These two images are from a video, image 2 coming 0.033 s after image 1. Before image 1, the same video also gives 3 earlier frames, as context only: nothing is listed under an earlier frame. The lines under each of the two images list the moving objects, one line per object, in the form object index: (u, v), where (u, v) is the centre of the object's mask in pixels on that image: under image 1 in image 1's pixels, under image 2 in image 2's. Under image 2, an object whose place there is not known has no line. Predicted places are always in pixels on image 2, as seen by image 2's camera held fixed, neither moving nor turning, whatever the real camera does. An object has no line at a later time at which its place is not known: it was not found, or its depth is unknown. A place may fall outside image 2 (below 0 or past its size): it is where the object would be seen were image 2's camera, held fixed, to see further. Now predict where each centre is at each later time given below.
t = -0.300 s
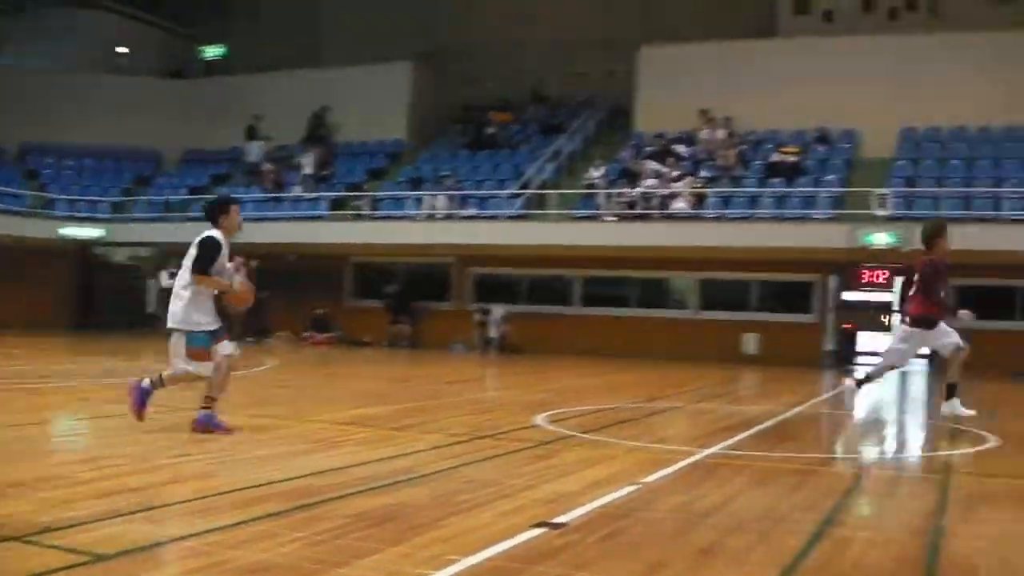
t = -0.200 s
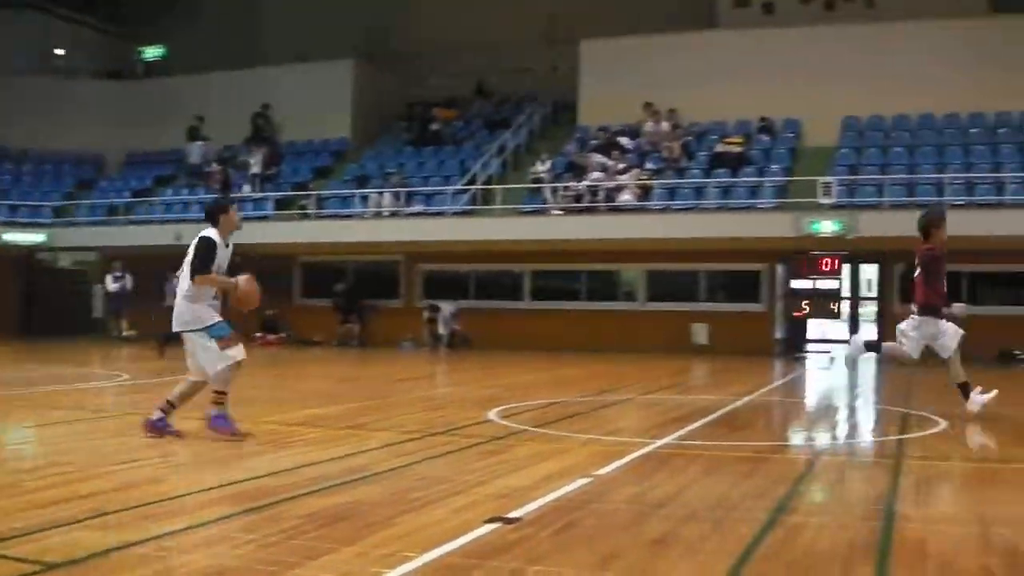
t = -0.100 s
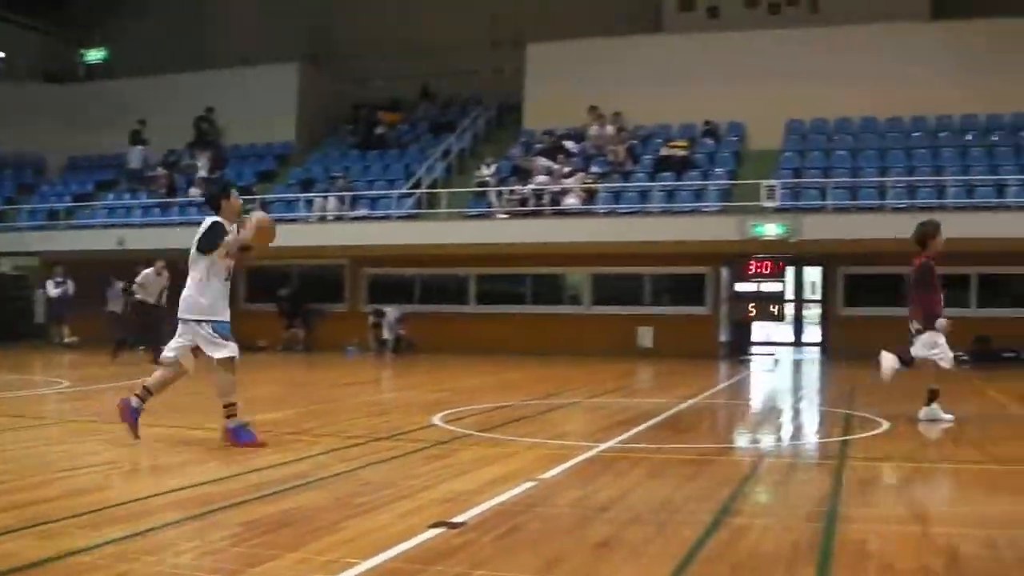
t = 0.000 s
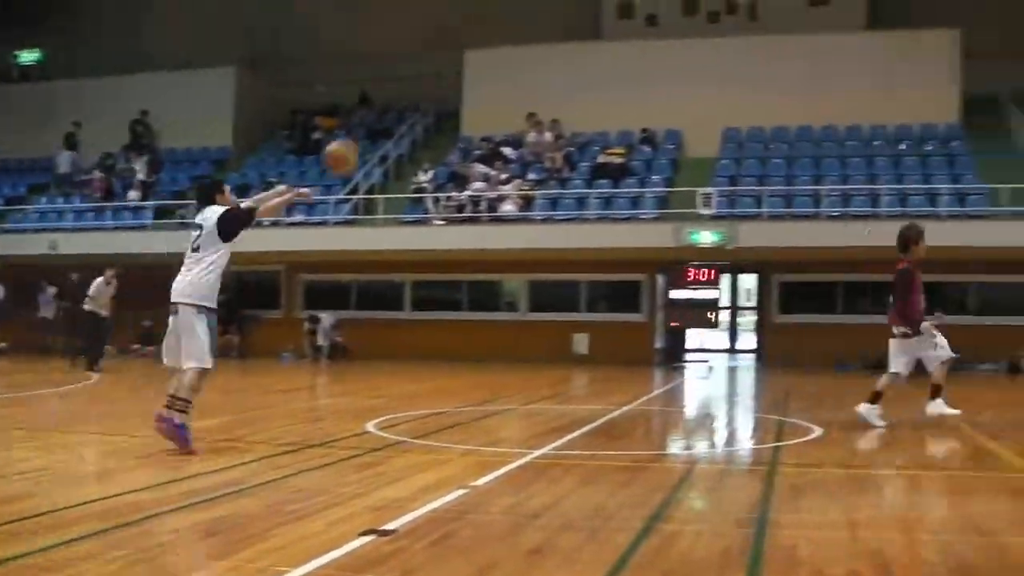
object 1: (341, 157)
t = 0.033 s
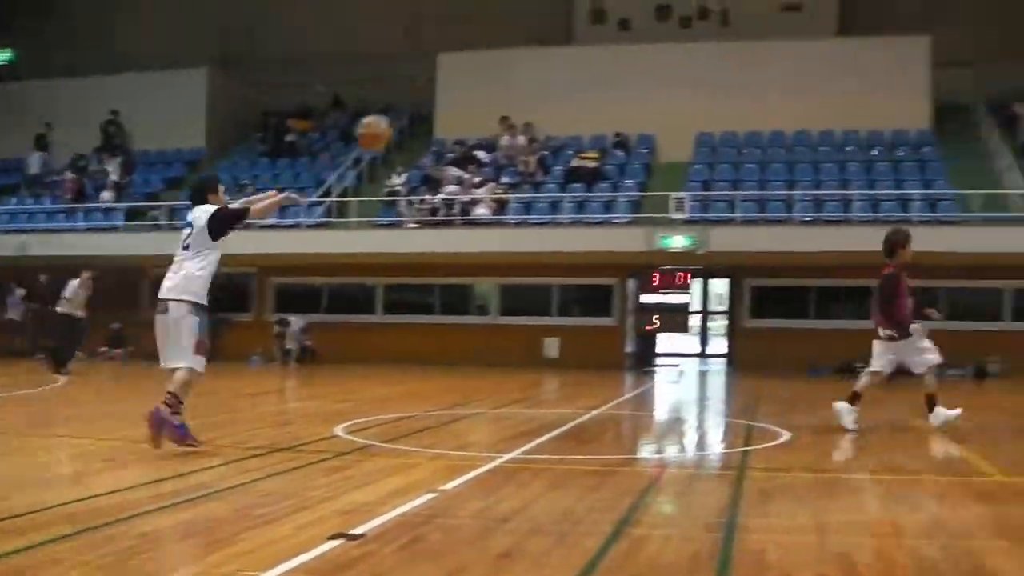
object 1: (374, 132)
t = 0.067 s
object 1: (421, 109)
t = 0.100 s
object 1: (469, 85)
